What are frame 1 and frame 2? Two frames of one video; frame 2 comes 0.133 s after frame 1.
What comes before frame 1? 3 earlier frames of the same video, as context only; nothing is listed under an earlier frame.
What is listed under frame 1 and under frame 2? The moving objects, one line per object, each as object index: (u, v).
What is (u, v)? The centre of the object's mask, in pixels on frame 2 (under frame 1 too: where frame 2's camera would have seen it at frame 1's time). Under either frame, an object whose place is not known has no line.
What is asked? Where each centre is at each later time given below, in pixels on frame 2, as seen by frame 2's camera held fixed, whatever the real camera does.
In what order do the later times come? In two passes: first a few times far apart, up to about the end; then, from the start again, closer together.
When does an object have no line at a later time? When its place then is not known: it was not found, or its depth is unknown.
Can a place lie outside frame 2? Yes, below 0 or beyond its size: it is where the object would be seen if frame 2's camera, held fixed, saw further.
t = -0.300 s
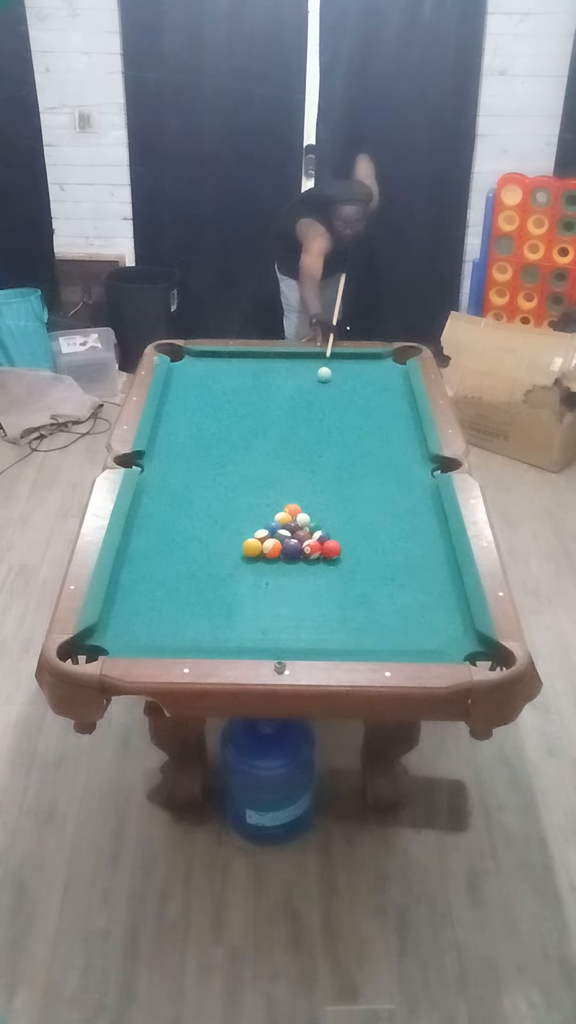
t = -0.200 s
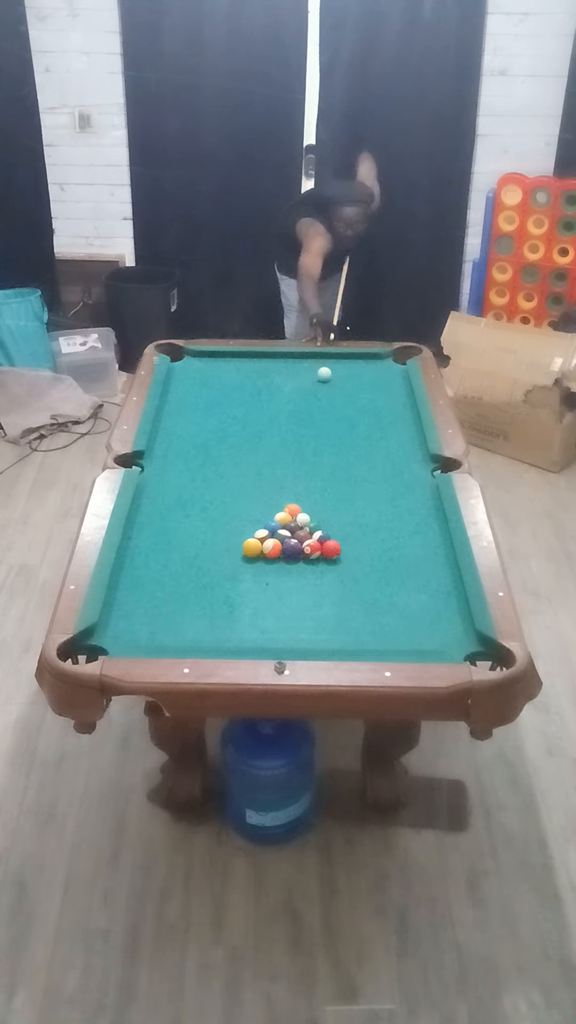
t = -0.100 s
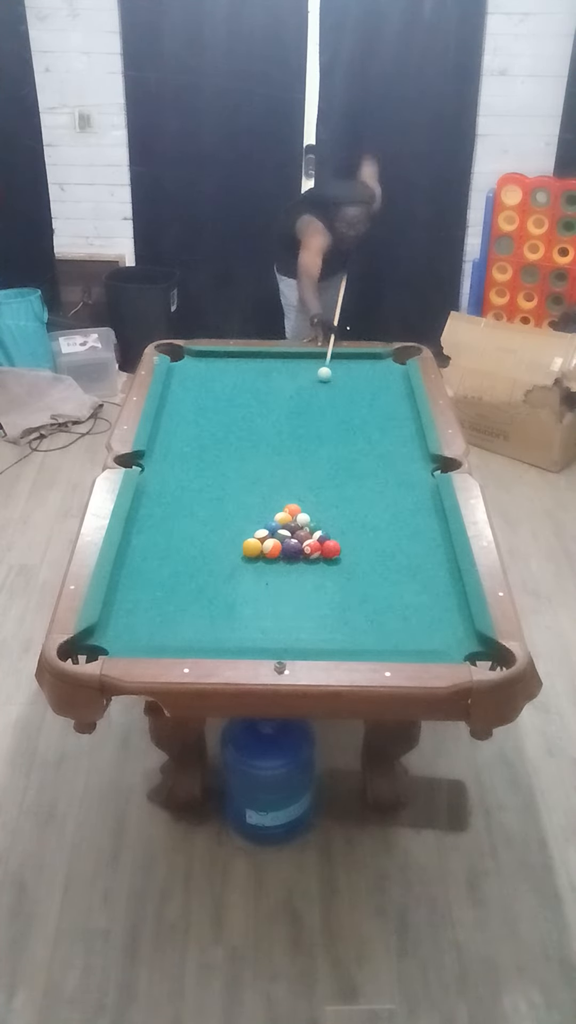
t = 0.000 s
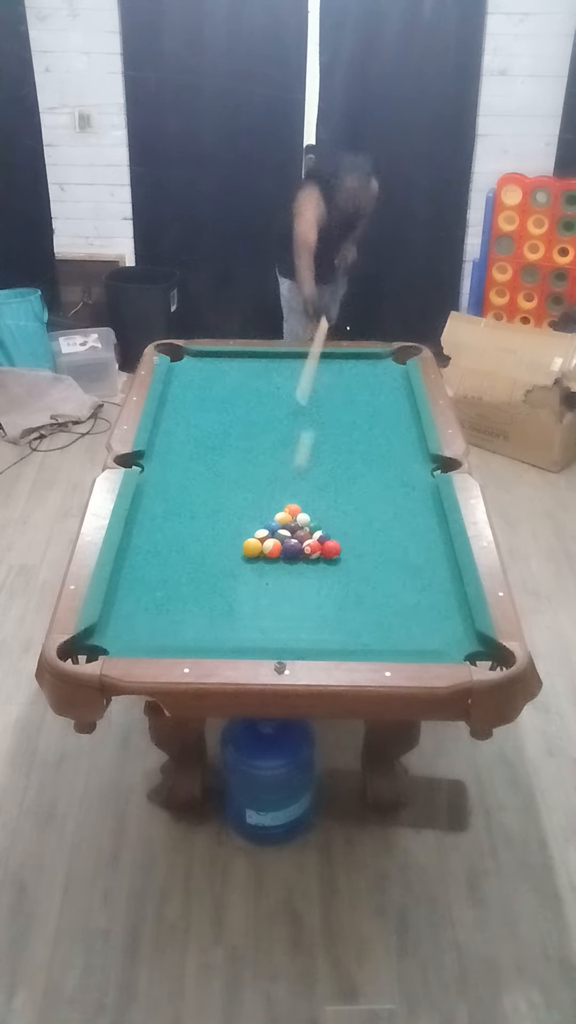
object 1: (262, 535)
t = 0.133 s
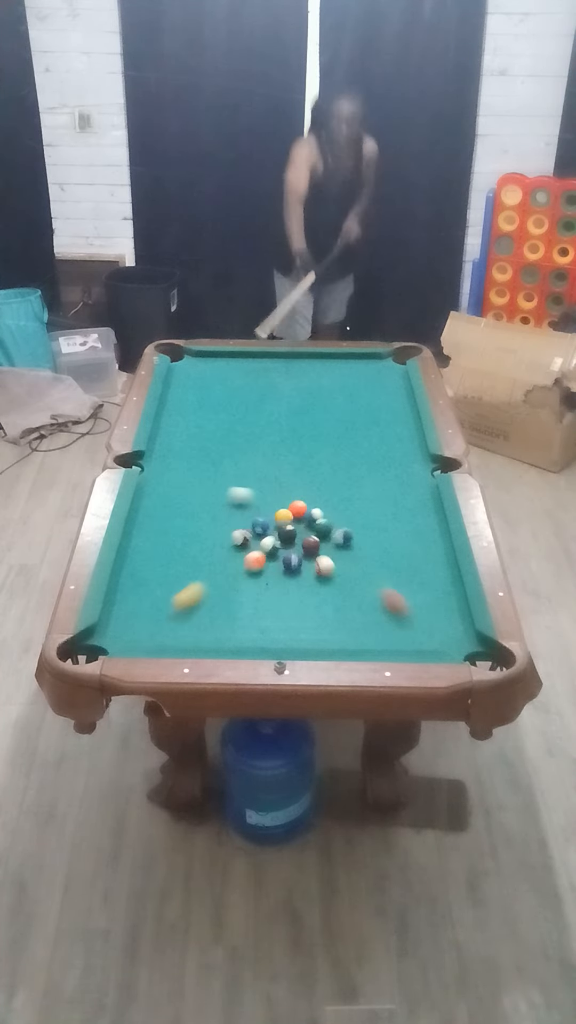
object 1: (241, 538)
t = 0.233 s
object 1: (223, 536)
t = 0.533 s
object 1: (169, 529)
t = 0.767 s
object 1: (134, 525)
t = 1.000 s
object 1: (153, 520)
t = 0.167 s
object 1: (235, 538)
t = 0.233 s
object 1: (223, 536)
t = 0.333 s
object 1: (203, 533)
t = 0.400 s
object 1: (191, 533)
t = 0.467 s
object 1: (179, 531)
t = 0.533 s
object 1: (169, 529)
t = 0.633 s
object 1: (151, 527)
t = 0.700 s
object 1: (139, 527)
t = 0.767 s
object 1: (134, 525)
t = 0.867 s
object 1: (143, 523)
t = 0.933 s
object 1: (148, 521)
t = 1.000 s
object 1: (153, 520)
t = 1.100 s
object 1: (160, 518)
